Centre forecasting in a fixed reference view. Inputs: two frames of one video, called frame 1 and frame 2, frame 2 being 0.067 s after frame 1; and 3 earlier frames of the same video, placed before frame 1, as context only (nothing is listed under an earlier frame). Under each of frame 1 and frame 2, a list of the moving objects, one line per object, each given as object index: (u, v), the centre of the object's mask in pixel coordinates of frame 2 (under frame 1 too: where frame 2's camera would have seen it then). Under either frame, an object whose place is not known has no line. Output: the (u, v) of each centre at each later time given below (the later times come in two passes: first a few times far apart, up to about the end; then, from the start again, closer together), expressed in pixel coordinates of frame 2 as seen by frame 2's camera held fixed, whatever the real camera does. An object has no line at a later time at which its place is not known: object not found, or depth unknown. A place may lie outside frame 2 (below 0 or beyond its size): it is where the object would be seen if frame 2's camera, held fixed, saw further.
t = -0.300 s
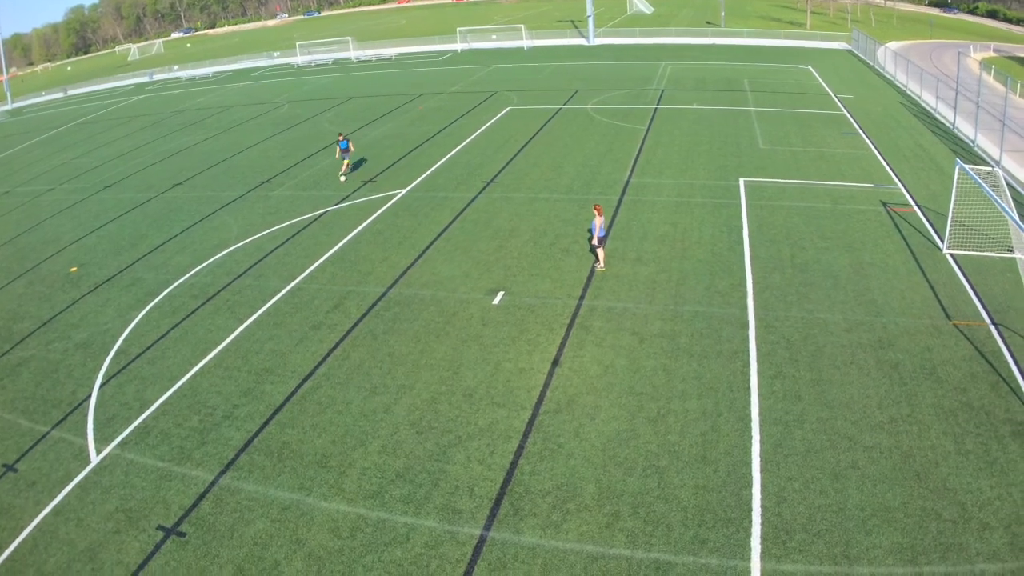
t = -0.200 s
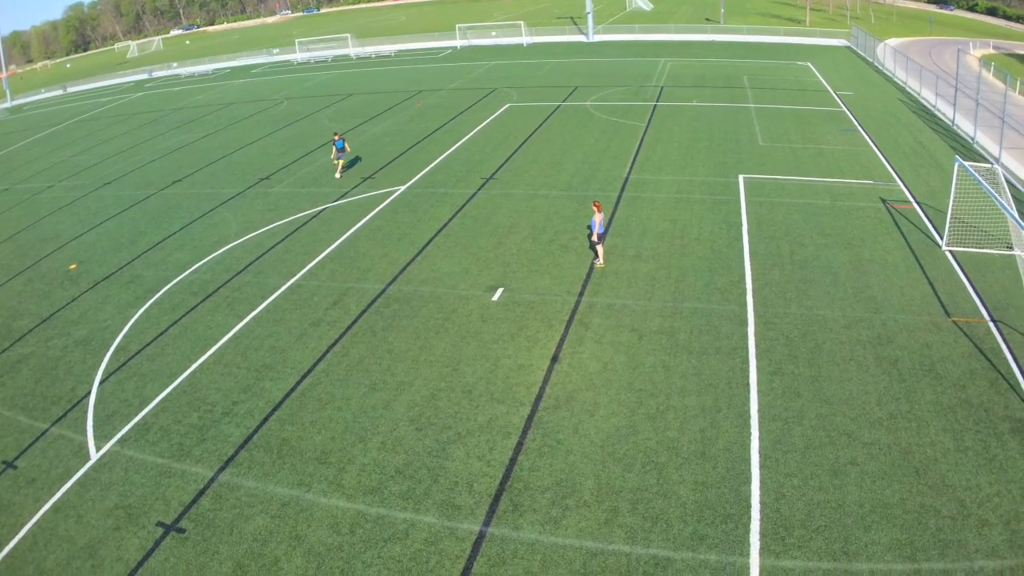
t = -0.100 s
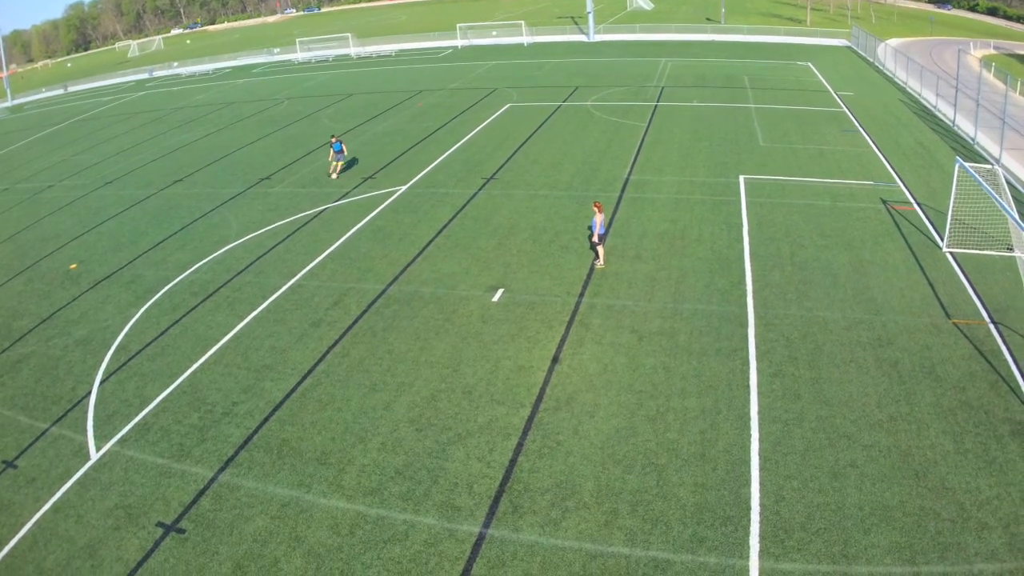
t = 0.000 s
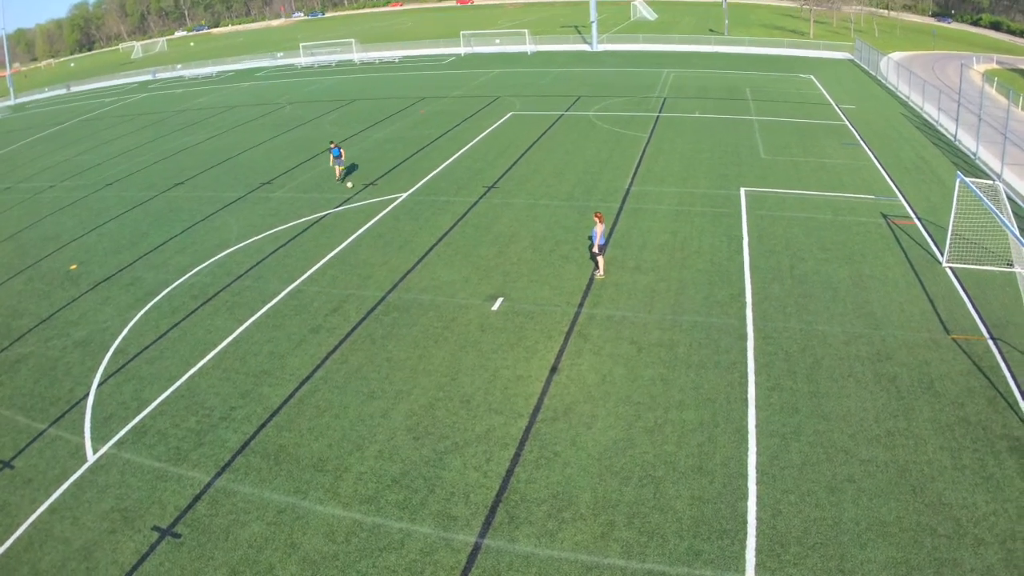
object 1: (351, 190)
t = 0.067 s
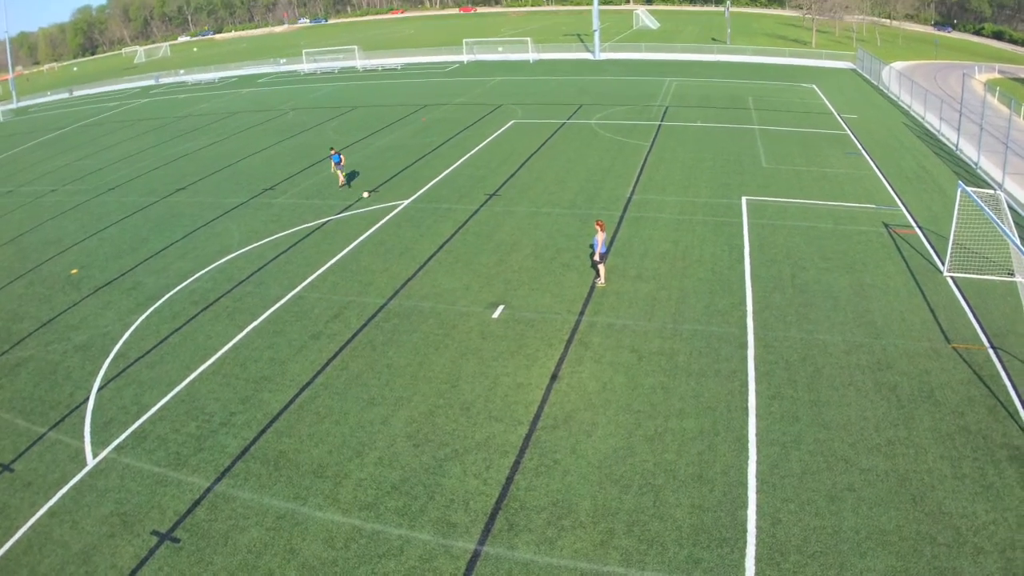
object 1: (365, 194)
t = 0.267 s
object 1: (409, 204)
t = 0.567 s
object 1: (470, 218)
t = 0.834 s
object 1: (519, 228)
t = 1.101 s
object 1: (571, 238)
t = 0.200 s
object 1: (395, 201)
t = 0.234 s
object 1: (402, 203)
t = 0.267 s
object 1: (409, 204)
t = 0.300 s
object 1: (416, 206)
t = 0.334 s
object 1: (422, 207)
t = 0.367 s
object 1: (430, 208)
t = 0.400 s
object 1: (437, 210)
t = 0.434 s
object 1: (444, 212)
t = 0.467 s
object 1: (450, 213)
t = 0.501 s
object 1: (457, 214)
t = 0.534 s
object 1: (463, 216)
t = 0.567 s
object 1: (470, 218)
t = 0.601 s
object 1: (477, 219)
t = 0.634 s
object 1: (483, 220)
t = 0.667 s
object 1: (489, 221)
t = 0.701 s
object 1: (495, 223)
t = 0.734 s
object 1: (501, 224)
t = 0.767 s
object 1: (507, 225)
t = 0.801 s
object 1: (513, 226)
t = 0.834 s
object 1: (519, 228)
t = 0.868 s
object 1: (526, 229)
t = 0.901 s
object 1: (532, 230)
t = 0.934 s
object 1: (539, 232)
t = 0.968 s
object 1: (545, 233)
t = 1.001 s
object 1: (551, 234)
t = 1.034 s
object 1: (558, 235)
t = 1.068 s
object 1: (564, 237)
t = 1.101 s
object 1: (571, 238)
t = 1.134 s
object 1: (577, 240)
